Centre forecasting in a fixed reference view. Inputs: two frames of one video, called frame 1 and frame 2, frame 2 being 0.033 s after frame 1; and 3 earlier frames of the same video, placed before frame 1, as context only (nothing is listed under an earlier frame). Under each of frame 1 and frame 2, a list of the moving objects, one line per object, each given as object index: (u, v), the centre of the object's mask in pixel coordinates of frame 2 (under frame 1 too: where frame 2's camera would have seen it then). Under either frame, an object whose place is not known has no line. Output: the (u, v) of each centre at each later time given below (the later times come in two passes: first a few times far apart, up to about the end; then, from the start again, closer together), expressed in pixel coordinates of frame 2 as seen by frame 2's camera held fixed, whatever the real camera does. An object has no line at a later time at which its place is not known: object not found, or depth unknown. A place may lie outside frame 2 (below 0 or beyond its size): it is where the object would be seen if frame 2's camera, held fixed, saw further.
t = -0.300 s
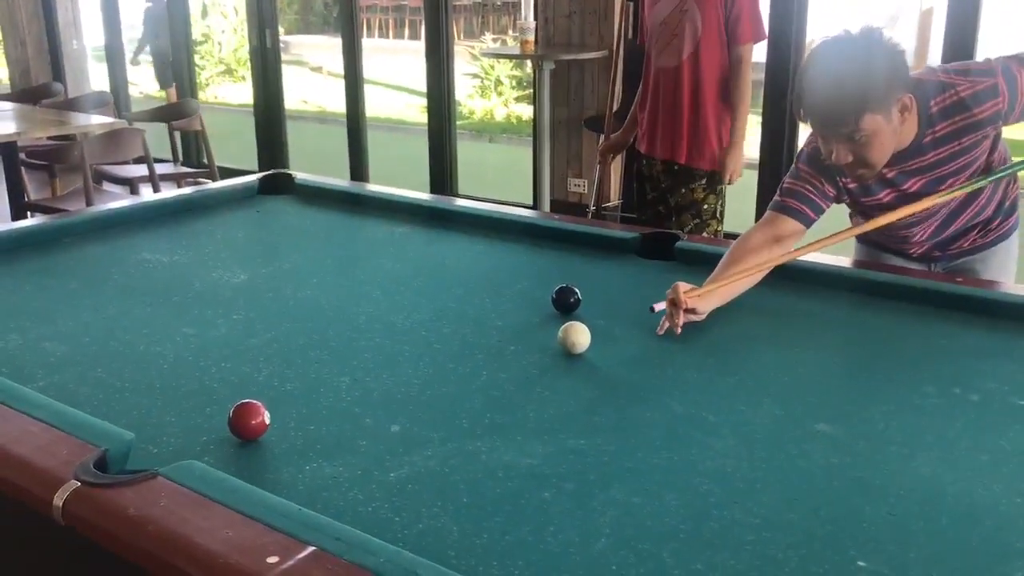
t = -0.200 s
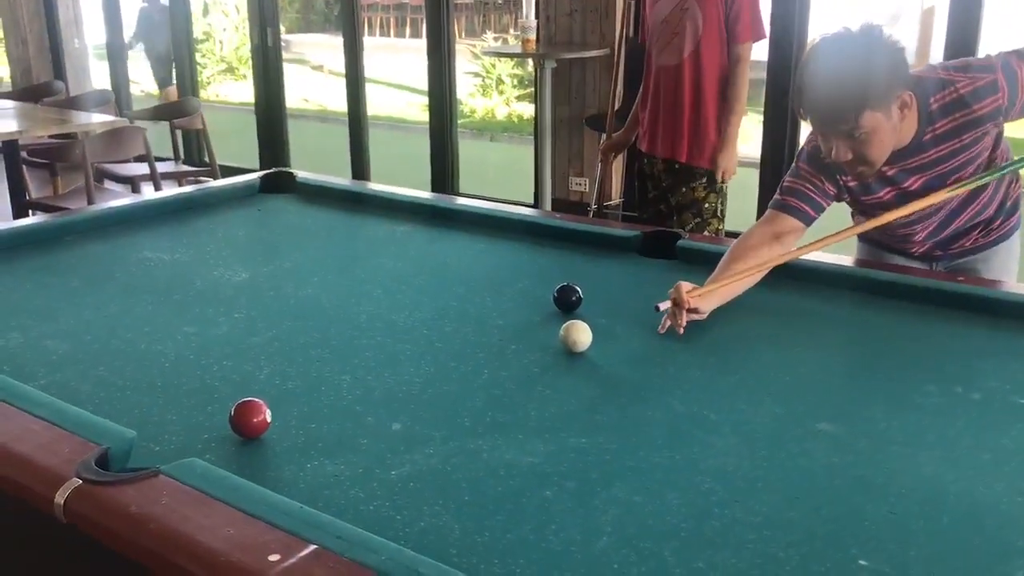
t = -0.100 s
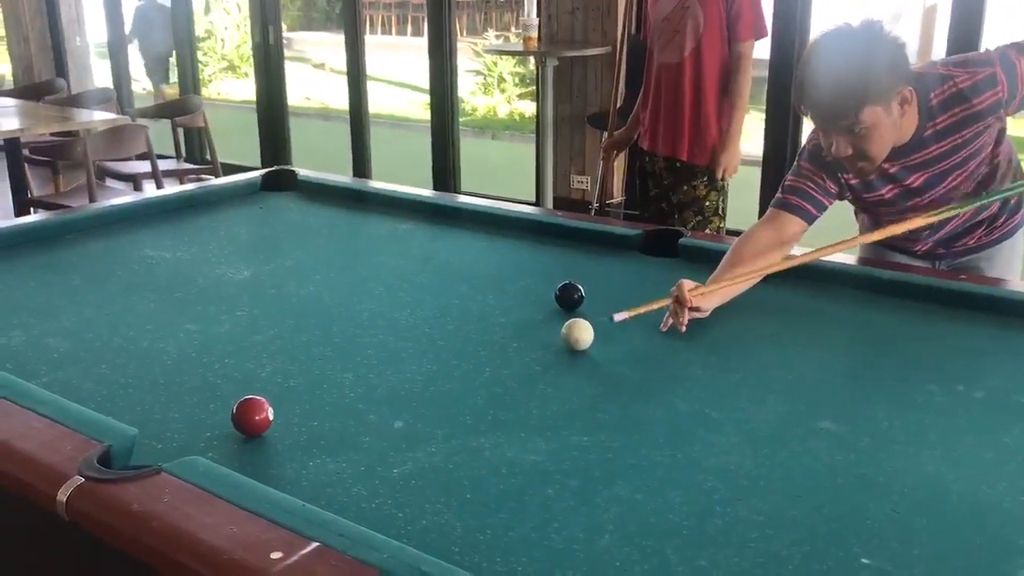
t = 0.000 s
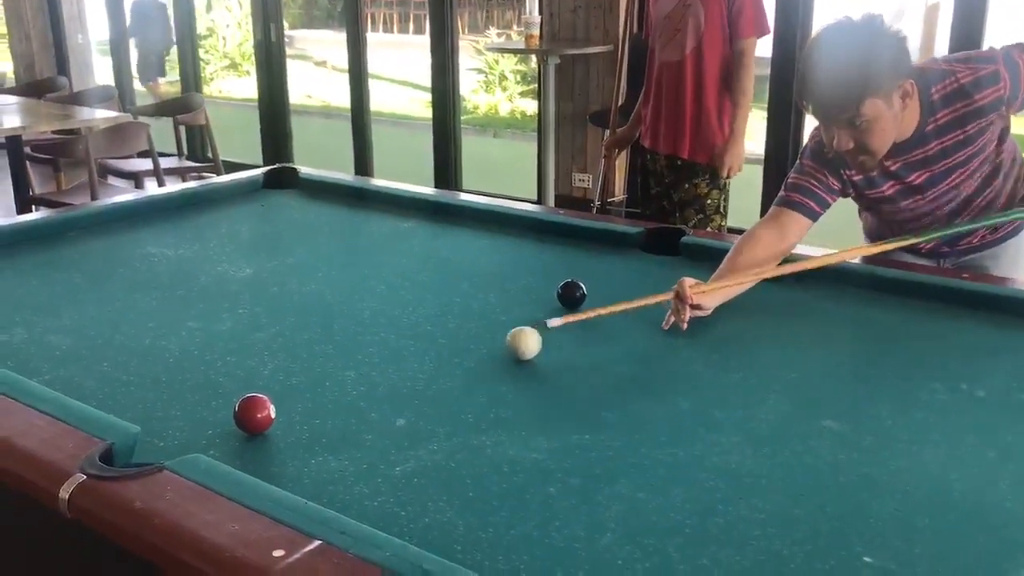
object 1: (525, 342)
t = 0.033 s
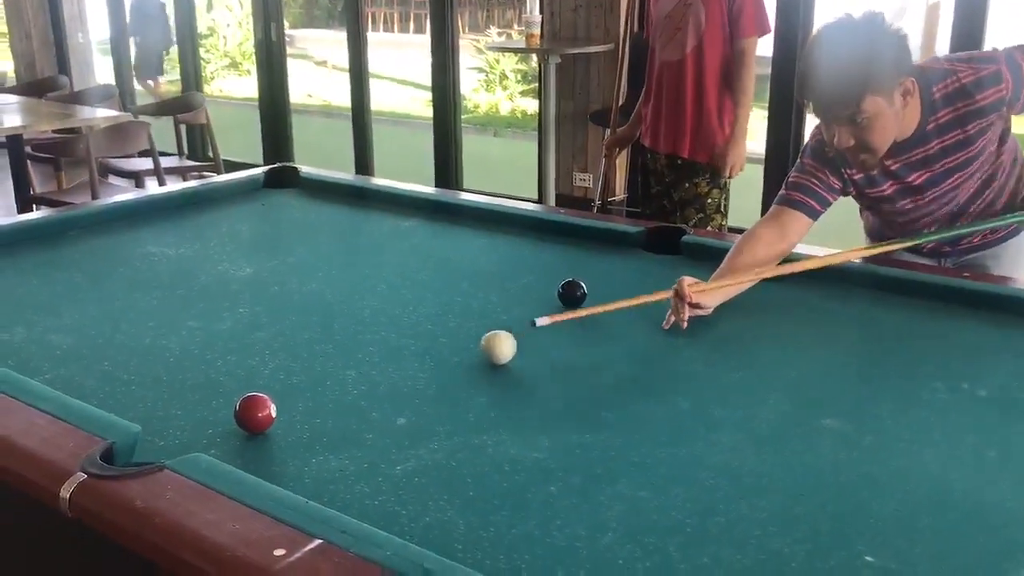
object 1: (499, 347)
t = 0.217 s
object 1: (342, 377)
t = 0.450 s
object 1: (141, 409)
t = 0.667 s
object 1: (191, 360)
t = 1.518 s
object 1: (303, 247)
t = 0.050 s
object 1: (485, 350)
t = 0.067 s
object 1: (472, 352)
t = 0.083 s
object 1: (459, 355)
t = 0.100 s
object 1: (445, 357)
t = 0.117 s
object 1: (431, 360)
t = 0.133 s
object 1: (416, 363)
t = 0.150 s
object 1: (402, 366)
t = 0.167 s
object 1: (387, 369)
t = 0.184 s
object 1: (372, 372)
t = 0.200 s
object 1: (357, 375)
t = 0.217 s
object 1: (342, 377)
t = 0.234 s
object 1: (327, 381)
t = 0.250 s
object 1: (311, 383)
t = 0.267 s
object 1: (295, 387)
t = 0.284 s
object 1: (280, 388)
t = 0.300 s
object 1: (265, 386)
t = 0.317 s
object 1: (243, 389)
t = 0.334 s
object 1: (226, 398)
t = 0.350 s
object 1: (212, 403)
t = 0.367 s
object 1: (195, 406)
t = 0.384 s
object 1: (178, 409)
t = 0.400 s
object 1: (160, 412)
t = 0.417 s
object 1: (143, 414)
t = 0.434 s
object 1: (136, 412)
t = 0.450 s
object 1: (141, 409)
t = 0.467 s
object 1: (146, 405)
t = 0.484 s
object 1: (151, 401)
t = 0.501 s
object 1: (155, 396)
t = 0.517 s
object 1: (159, 393)
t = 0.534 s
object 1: (163, 389)
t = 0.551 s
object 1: (167, 385)
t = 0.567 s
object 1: (171, 381)
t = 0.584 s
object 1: (174, 377)
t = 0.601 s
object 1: (177, 374)
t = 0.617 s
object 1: (181, 370)
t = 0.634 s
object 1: (184, 367)
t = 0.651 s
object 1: (188, 364)
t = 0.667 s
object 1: (191, 360)
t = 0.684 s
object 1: (194, 357)
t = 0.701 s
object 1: (198, 353)
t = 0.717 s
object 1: (201, 351)
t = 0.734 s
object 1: (204, 347)
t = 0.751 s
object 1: (207, 344)
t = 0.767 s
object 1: (210, 341)
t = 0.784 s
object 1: (213, 339)
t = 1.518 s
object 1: (303, 247)
